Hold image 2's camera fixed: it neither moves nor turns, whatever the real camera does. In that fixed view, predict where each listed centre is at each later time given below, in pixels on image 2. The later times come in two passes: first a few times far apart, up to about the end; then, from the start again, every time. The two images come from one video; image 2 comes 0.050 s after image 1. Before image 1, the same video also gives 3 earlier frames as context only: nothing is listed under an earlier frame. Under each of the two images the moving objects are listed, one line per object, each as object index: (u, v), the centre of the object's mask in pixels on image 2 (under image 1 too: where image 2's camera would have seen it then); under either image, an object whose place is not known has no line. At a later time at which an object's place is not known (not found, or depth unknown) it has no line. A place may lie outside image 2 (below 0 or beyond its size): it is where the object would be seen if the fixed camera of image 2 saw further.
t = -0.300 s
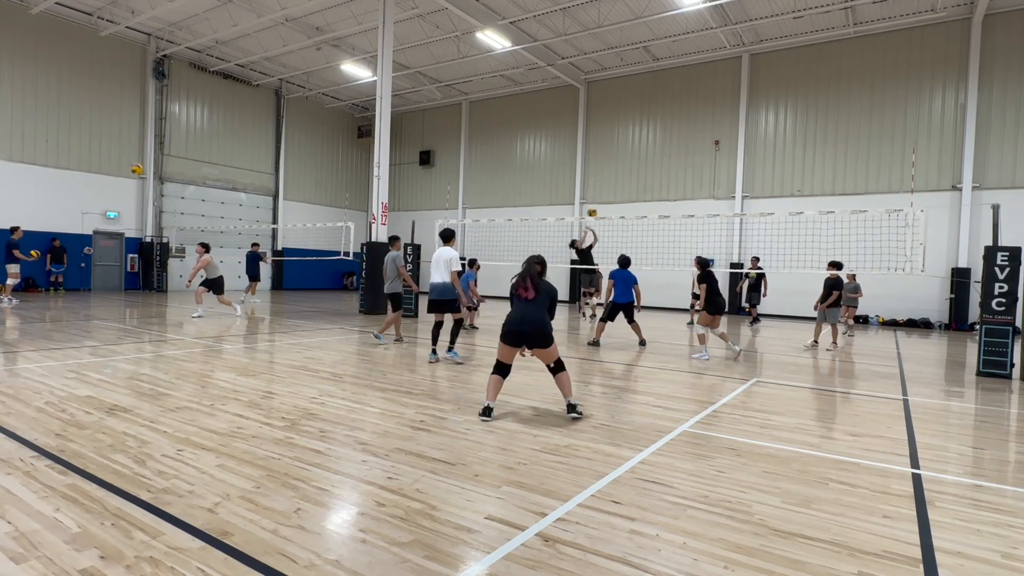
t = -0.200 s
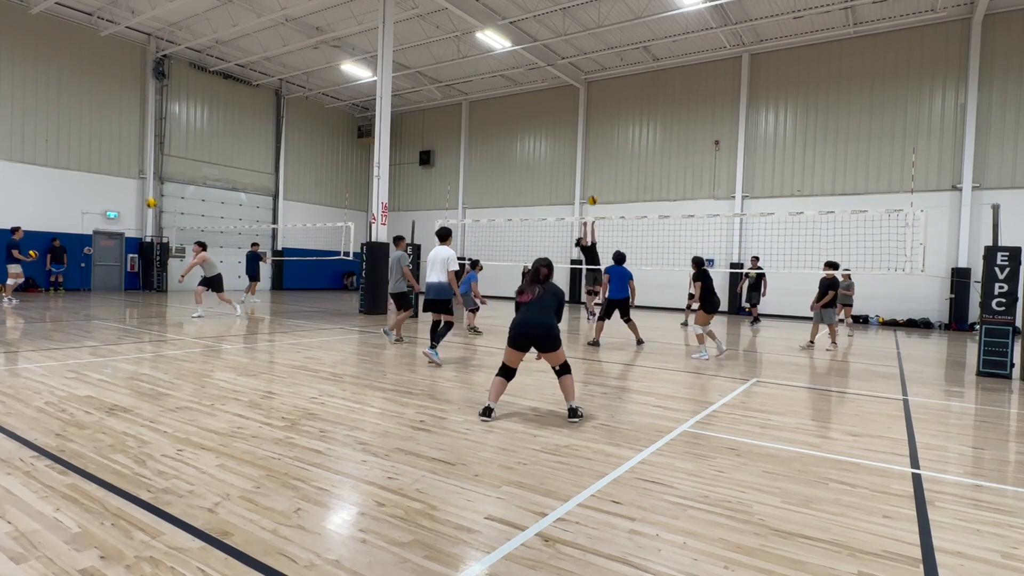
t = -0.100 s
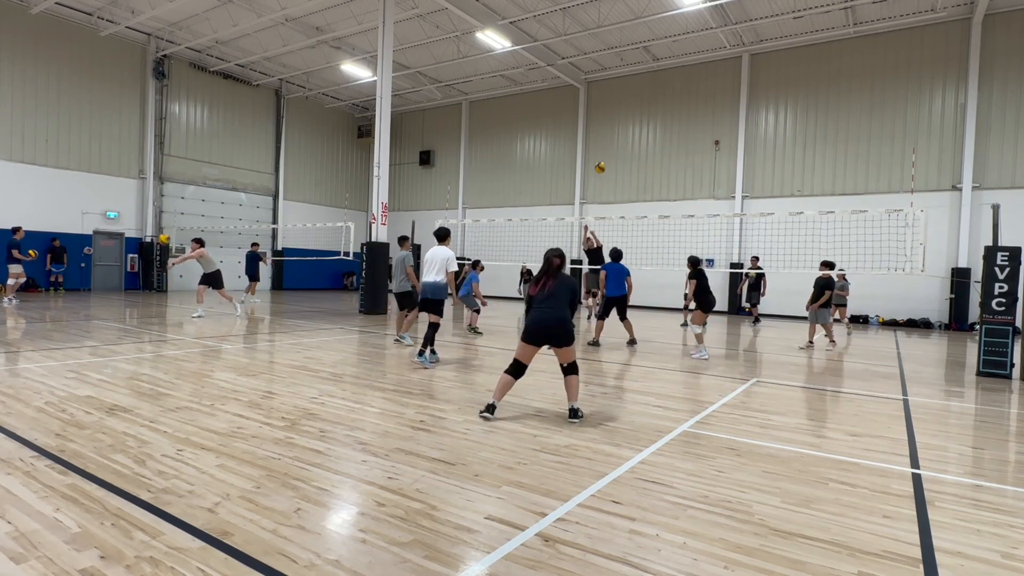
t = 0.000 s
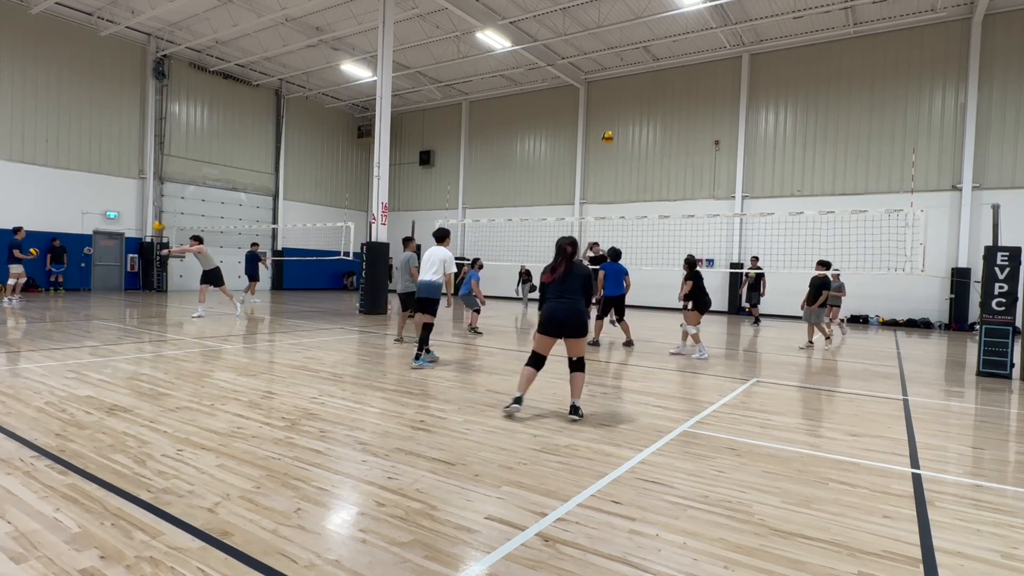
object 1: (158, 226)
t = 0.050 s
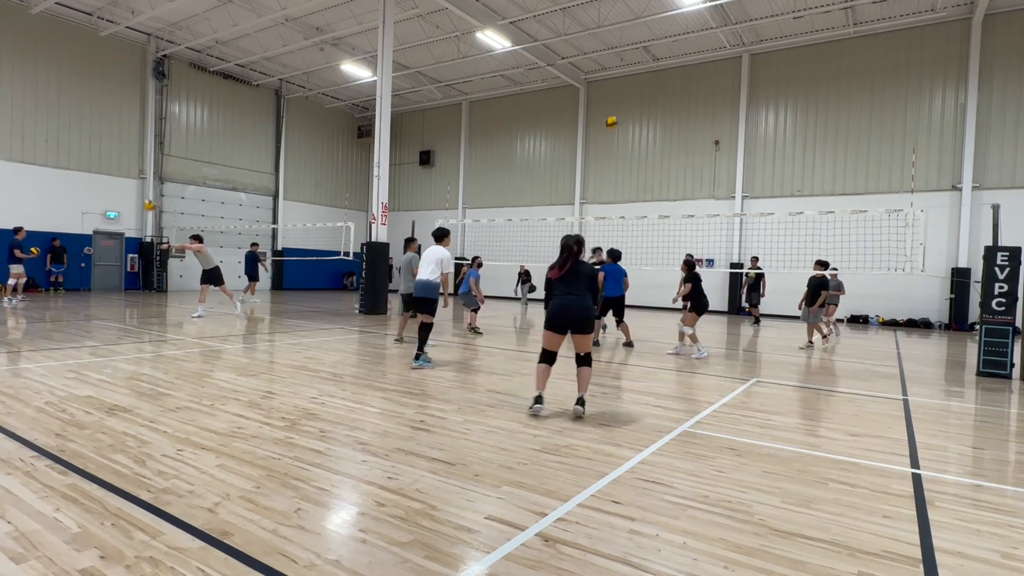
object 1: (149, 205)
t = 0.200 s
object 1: (121, 147)
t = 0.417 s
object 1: (78, 81)
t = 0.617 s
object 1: (36, 40)
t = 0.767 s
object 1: (4, 24)
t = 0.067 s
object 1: (146, 199)
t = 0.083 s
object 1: (143, 192)
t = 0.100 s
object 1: (140, 185)
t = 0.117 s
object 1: (137, 178)
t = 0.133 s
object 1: (134, 172)
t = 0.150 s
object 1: (131, 166)
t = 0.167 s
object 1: (128, 160)
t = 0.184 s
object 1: (124, 154)
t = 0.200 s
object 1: (121, 147)
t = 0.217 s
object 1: (118, 142)
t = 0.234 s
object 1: (115, 136)
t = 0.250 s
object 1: (111, 130)
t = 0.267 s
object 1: (108, 125)
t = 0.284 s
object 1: (104, 119)
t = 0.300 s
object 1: (101, 114)
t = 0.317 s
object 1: (98, 109)
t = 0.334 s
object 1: (95, 104)
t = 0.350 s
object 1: (92, 99)
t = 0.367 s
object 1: (88, 95)
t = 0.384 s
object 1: (85, 90)
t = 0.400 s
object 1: (82, 86)
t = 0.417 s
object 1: (78, 81)
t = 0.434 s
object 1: (75, 77)
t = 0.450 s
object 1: (72, 73)
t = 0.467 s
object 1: (68, 69)
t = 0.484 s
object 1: (65, 65)
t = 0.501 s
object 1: (61, 62)
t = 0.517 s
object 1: (58, 58)
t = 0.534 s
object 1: (54, 55)
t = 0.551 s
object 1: (51, 52)
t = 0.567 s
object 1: (47, 48)
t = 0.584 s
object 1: (43, 45)
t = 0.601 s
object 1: (40, 43)
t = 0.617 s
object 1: (36, 40)
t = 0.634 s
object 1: (32, 37)
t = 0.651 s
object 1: (29, 35)
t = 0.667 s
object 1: (25, 33)
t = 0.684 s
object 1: (21, 31)
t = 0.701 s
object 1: (18, 29)
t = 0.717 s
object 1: (14, 28)
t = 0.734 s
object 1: (10, 26)
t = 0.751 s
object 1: (7, 25)
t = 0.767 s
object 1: (4, 24)
